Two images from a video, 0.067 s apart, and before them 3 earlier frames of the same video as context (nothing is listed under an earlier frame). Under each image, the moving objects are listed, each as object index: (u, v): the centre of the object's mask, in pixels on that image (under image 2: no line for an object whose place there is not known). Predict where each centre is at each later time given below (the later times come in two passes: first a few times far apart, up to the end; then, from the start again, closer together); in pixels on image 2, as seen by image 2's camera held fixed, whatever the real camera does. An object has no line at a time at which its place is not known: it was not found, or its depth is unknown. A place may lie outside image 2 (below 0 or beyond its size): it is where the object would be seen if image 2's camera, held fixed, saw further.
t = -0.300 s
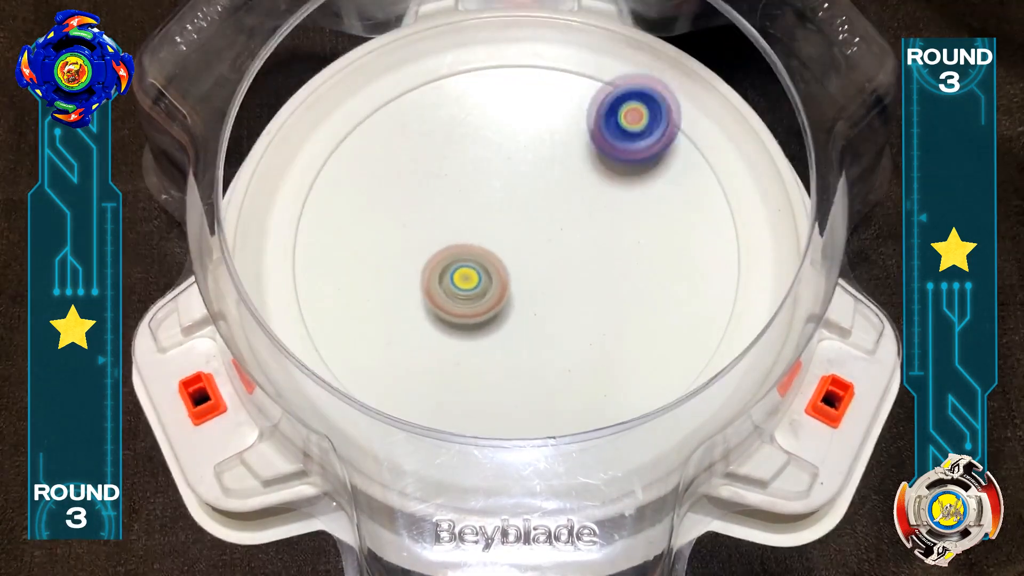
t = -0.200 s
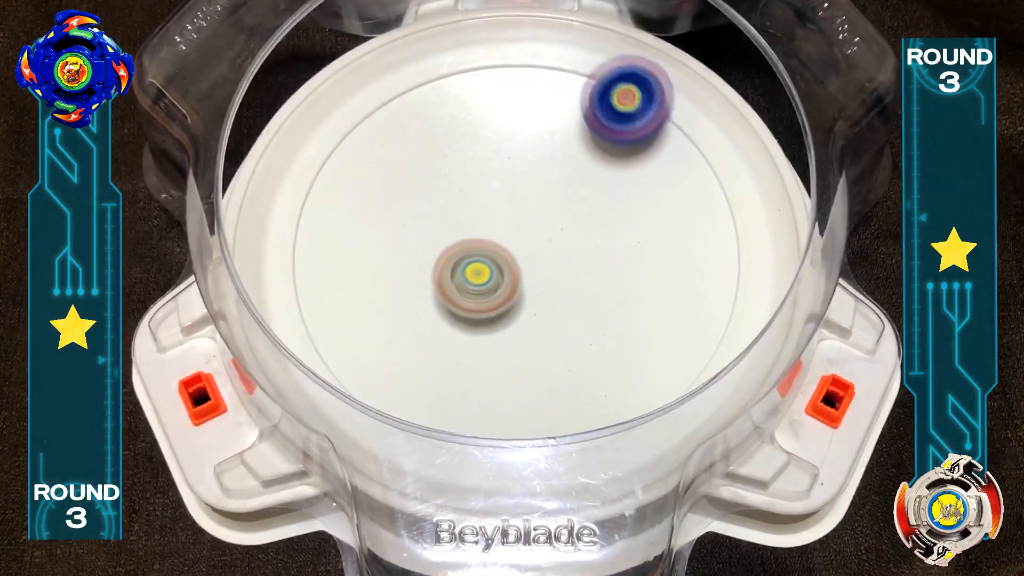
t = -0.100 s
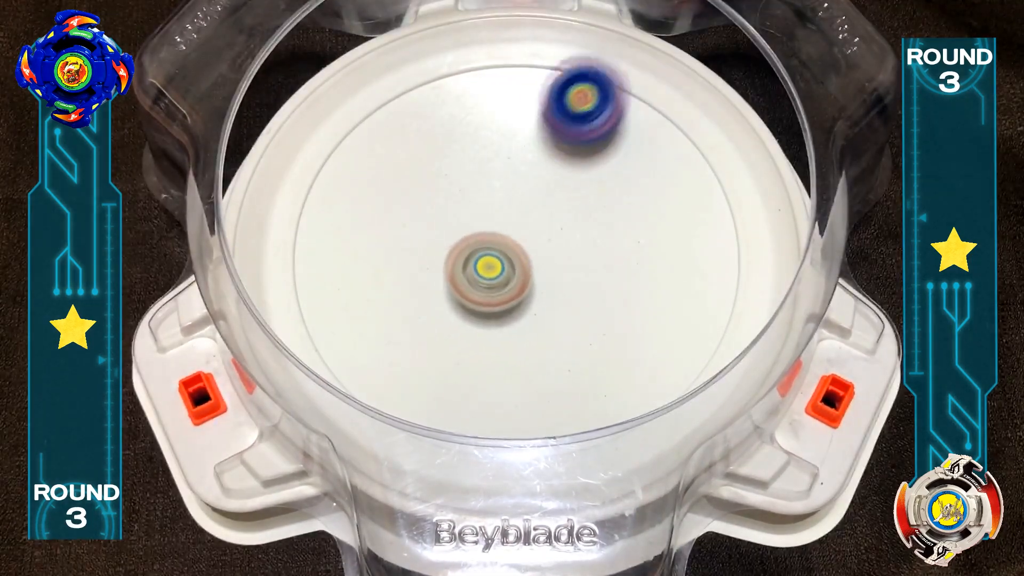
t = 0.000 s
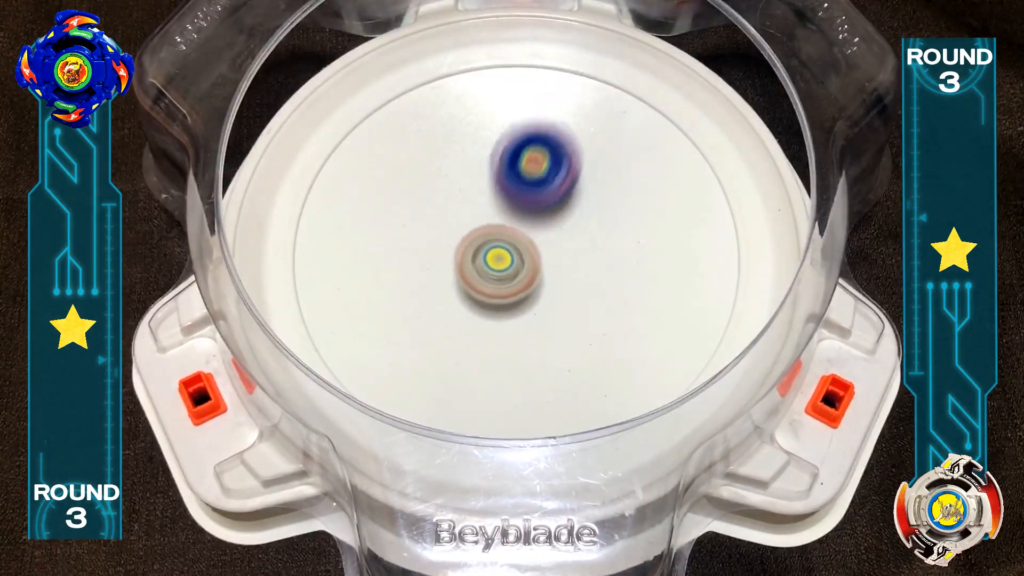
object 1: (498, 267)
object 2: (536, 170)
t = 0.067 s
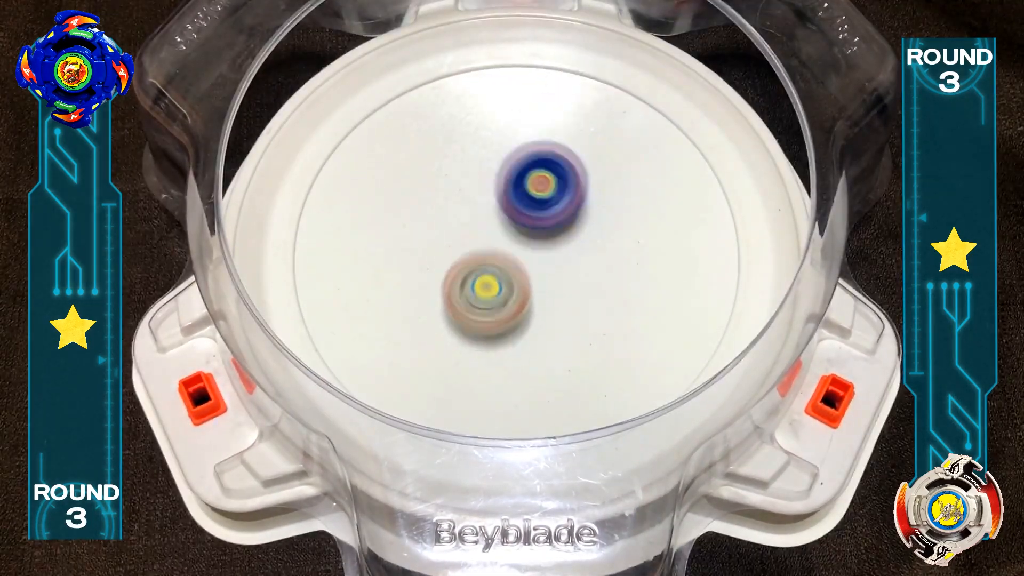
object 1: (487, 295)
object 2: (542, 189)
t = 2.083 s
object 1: (417, 343)
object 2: (636, 363)
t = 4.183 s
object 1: (499, 319)
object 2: (660, 143)
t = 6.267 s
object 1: (510, 174)
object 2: (398, 207)
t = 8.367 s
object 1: (645, 293)
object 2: (593, 134)
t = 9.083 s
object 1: (391, 364)
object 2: (577, 292)
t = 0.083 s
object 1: (484, 303)
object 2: (548, 192)
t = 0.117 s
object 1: (482, 317)
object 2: (563, 199)
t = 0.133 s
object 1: (484, 321)
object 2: (571, 202)
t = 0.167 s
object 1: (491, 329)
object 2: (590, 208)
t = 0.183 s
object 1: (496, 330)
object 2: (600, 209)
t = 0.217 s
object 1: (508, 332)
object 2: (621, 209)
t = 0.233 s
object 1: (514, 332)
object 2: (631, 208)
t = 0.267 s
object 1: (528, 330)
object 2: (651, 203)
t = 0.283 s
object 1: (535, 327)
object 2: (659, 198)
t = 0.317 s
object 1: (548, 322)
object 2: (674, 187)
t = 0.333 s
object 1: (555, 319)
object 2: (679, 180)
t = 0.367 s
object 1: (567, 309)
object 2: (686, 164)
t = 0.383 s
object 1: (572, 302)
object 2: (687, 155)
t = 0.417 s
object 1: (581, 288)
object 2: (682, 138)
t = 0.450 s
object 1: (586, 271)
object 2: (670, 122)
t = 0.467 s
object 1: (587, 262)
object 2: (661, 116)
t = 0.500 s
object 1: (585, 243)
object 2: (636, 109)
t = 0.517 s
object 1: (581, 233)
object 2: (622, 107)
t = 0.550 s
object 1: (572, 213)
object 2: (590, 114)
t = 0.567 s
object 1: (565, 204)
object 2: (575, 119)
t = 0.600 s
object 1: (543, 210)
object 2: (548, 112)
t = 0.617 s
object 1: (530, 215)
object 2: (536, 106)
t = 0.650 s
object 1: (509, 225)
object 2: (512, 100)
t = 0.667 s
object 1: (500, 229)
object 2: (502, 101)
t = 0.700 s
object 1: (485, 237)
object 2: (481, 109)
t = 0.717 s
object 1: (479, 241)
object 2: (471, 119)
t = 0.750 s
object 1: (469, 249)
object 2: (452, 138)
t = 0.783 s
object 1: (462, 259)
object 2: (438, 164)
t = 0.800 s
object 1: (459, 263)
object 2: (432, 177)
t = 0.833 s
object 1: (459, 286)
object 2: (422, 199)
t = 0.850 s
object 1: (460, 297)
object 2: (418, 208)
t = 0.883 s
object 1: (465, 320)
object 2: (414, 225)
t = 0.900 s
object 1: (470, 331)
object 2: (415, 234)
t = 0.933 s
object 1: (481, 346)
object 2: (421, 255)
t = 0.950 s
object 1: (487, 353)
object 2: (427, 266)
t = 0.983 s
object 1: (499, 363)
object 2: (443, 287)
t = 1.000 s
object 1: (513, 376)
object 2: (448, 288)
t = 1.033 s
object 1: (546, 400)
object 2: (455, 285)
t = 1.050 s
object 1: (560, 405)
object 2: (462, 284)
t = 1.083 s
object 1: (595, 425)
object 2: (478, 283)
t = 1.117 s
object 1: (613, 408)
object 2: (501, 285)
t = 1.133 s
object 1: (622, 398)
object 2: (513, 284)
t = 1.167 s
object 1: (638, 378)
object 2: (538, 278)
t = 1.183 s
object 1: (646, 371)
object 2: (549, 273)
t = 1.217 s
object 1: (661, 358)
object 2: (570, 261)
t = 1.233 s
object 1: (667, 349)
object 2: (577, 253)
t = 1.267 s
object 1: (672, 332)
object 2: (589, 236)
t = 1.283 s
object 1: (673, 324)
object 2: (592, 227)
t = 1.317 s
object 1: (670, 309)
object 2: (593, 208)
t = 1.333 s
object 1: (668, 303)
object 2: (591, 199)
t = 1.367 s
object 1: (660, 290)
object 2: (581, 181)
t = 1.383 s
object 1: (656, 285)
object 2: (574, 172)
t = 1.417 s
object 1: (644, 272)
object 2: (556, 159)
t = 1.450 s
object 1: (630, 261)
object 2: (531, 152)
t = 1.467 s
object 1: (621, 255)
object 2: (518, 150)
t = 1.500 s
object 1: (603, 245)
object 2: (489, 150)
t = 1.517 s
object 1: (593, 240)
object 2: (474, 152)
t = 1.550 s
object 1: (570, 233)
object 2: (446, 163)
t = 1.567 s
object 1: (558, 230)
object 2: (432, 171)
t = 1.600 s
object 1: (533, 226)
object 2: (410, 189)
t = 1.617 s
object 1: (520, 226)
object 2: (401, 201)
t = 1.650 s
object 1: (493, 227)
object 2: (390, 227)
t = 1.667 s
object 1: (481, 230)
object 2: (388, 239)
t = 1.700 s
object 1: (461, 235)
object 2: (382, 268)
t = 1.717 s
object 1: (453, 238)
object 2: (377, 282)
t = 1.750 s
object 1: (440, 246)
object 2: (370, 309)
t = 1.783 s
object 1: (427, 254)
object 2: (371, 331)
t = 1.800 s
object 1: (422, 260)
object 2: (375, 341)
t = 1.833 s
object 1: (412, 273)
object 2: (391, 360)
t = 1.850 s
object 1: (408, 282)
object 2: (401, 368)
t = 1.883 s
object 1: (401, 298)
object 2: (425, 379)
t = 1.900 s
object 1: (399, 306)
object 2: (437, 383)
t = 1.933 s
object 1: (399, 320)
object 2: (466, 389)
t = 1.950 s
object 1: (400, 326)
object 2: (484, 392)
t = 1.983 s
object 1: (403, 335)
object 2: (521, 393)
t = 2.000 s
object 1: (405, 337)
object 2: (540, 393)
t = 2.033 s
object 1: (409, 341)
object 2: (579, 387)
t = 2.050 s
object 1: (412, 343)
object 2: (598, 381)
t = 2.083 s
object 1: (417, 343)
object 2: (636, 363)
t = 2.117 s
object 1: (423, 343)
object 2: (668, 337)
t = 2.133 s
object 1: (426, 342)
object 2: (681, 321)
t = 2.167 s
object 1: (432, 341)
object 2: (700, 291)
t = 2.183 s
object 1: (435, 340)
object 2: (706, 276)
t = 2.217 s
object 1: (440, 338)
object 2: (712, 247)
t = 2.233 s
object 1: (443, 337)
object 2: (711, 233)
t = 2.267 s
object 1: (449, 334)
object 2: (700, 209)
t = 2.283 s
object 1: (453, 332)
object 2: (691, 197)
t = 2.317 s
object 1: (460, 329)
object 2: (668, 172)
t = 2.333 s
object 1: (463, 327)
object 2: (655, 162)
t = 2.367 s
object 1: (472, 322)
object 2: (628, 145)
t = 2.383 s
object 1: (477, 320)
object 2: (613, 138)
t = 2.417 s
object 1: (488, 313)
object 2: (584, 132)
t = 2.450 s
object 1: (499, 303)
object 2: (558, 131)
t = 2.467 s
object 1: (505, 298)
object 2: (545, 131)
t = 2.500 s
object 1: (516, 286)
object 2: (519, 135)
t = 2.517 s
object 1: (520, 279)
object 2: (507, 138)
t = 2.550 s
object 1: (528, 264)
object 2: (484, 145)
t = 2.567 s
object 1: (531, 256)
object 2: (473, 151)
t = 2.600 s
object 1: (534, 238)
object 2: (453, 163)
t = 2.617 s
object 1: (534, 229)
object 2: (444, 170)
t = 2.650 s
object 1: (532, 209)
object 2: (424, 188)
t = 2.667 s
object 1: (529, 199)
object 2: (416, 198)
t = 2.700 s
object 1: (521, 181)
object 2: (403, 220)
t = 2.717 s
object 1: (515, 172)
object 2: (398, 232)
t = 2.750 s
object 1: (502, 158)
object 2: (393, 259)
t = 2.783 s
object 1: (485, 146)
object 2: (396, 285)
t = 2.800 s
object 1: (477, 142)
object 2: (401, 299)
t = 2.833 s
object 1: (460, 134)
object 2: (419, 325)
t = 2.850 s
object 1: (451, 132)
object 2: (430, 337)
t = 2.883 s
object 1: (436, 131)
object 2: (458, 355)
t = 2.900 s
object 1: (429, 133)
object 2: (474, 361)
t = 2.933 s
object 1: (417, 139)
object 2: (507, 368)
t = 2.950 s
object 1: (412, 143)
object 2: (525, 367)
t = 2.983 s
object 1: (404, 150)
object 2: (562, 361)
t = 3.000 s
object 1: (402, 155)
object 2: (580, 355)
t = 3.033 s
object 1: (397, 164)
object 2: (611, 337)
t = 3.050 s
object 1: (397, 169)
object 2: (626, 324)
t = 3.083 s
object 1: (397, 182)
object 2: (648, 295)
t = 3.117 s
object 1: (400, 195)
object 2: (662, 264)
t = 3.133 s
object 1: (402, 203)
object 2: (666, 250)
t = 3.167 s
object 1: (410, 218)
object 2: (668, 222)
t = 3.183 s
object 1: (416, 226)
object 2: (667, 210)
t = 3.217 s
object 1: (429, 241)
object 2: (657, 192)
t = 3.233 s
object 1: (438, 247)
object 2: (649, 184)
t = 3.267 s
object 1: (458, 259)
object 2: (626, 166)
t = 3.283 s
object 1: (470, 264)
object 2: (612, 155)
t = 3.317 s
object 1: (495, 271)
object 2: (586, 140)
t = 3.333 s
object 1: (509, 273)
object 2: (571, 133)
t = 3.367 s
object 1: (535, 274)
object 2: (542, 124)
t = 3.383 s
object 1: (548, 271)
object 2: (526, 122)
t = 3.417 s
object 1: (572, 264)
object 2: (495, 118)
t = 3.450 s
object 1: (593, 253)
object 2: (466, 121)
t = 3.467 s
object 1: (603, 245)
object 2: (450, 121)
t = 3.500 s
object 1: (618, 230)
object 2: (422, 131)
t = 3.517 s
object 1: (625, 220)
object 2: (409, 139)
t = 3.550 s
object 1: (634, 200)
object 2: (386, 162)
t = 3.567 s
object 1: (636, 192)
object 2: (377, 174)
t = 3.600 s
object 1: (636, 173)
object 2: (362, 200)
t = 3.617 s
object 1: (635, 165)
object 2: (358, 215)
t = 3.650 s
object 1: (627, 149)
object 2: (357, 247)
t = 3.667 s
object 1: (623, 142)
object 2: (359, 263)
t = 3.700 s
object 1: (611, 131)
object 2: (371, 293)
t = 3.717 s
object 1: (604, 126)
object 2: (381, 308)
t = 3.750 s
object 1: (588, 117)
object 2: (407, 334)
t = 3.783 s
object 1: (570, 114)
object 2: (441, 354)
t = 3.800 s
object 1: (561, 118)
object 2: (459, 361)
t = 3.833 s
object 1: (540, 119)
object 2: (499, 369)
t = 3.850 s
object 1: (529, 123)
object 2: (519, 370)
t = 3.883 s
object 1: (509, 134)
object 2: (562, 365)
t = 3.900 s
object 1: (500, 140)
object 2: (581, 359)
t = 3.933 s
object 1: (483, 159)
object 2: (619, 342)
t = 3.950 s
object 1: (477, 168)
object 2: (636, 330)
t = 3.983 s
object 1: (465, 190)
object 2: (663, 303)
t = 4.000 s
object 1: (461, 202)
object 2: (673, 287)
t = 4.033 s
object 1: (457, 226)
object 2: (687, 255)
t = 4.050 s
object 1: (457, 238)
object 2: (691, 240)
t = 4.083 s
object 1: (461, 261)
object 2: (692, 211)
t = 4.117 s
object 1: (470, 283)
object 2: (687, 184)
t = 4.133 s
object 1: (475, 294)
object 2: (682, 172)
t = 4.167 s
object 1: (490, 310)
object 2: (669, 152)
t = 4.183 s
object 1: (499, 319)
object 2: (660, 143)
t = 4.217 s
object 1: (518, 333)
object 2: (639, 129)
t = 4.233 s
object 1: (529, 338)
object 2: (628, 120)
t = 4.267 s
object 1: (552, 349)
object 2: (600, 111)
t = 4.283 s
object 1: (563, 351)
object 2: (586, 110)
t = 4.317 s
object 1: (588, 356)
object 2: (554, 106)
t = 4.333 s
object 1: (601, 355)
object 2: (538, 103)
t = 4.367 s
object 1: (623, 352)
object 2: (502, 108)
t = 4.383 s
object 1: (634, 350)
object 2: (484, 110)
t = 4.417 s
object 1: (652, 339)
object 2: (452, 124)
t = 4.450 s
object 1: (665, 326)
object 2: (426, 142)
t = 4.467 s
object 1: (670, 318)
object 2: (415, 153)
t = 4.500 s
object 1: (676, 302)
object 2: (400, 179)
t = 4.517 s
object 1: (678, 293)
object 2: (395, 193)
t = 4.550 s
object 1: (676, 276)
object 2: (392, 224)
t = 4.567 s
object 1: (674, 266)
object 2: (394, 240)
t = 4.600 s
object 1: (666, 249)
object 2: (405, 272)
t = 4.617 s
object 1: (660, 240)
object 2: (415, 287)
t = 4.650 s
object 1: (645, 223)
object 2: (440, 314)
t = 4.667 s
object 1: (636, 216)
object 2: (455, 325)
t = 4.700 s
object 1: (615, 203)
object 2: (489, 341)
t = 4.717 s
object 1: (604, 198)
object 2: (507, 346)
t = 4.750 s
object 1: (580, 190)
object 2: (545, 350)
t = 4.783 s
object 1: (553, 185)
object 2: (582, 346)
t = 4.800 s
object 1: (541, 184)
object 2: (600, 341)
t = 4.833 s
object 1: (515, 182)
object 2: (631, 324)
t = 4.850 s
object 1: (503, 186)
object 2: (644, 313)
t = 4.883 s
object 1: (478, 189)
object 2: (664, 288)
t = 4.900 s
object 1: (467, 192)
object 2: (670, 273)
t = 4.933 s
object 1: (445, 202)
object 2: (675, 242)
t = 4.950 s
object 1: (437, 210)
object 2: (674, 226)
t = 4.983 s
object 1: (418, 223)
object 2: (665, 197)
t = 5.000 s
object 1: (411, 231)
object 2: (657, 185)
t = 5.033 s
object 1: (398, 247)
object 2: (635, 162)
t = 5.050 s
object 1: (394, 257)
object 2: (623, 153)
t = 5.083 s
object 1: (386, 275)
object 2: (595, 139)
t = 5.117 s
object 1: (383, 295)
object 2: (564, 133)
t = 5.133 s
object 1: (383, 304)
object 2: (547, 133)
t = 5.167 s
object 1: (386, 320)
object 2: (514, 135)
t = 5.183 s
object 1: (389, 327)
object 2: (499, 138)
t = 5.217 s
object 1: (396, 339)
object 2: (471, 148)
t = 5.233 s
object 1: (401, 343)
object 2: (459, 155)
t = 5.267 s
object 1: (410, 351)
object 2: (439, 174)
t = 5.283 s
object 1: (416, 354)
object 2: (430, 185)
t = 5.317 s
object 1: (425, 358)
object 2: (419, 208)
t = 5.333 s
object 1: (432, 360)
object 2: (416, 222)
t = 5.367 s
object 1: (444, 361)
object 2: (417, 248)
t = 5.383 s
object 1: (450, 361)
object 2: (421, 262)
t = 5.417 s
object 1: (468, 368)
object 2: (432, 280)
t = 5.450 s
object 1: (488, 380)
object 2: (447, 288)
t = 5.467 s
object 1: (501, 384)
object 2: (455, 292)
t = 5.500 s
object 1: (524, 387)
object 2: (474, 297)
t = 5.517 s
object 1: (538, 387)
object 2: (484, 299)
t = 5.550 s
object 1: (562, 384)
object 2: (504, 298)
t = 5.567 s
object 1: (575, 380)
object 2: (514, 296)
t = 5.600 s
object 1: (597, 371)
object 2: (532, 290)
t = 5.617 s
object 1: (607, 363)
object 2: (540, 286)
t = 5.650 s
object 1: (627, 348)
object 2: (553, 276)
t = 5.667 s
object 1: (633, 339)
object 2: (558, 270)
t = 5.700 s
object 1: (645, 319)
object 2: (565, 259)
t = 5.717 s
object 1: (649, 308)
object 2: (567, 254)
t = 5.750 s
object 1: (652, 286)
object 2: (569, 242)
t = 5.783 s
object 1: (675, 277)
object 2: (556, 220)
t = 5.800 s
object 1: (684, 273)
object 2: (548, 208)
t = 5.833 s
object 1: (697, 258)
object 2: (534, 188)
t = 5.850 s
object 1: (702, 251)
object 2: (528, 180)
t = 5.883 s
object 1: (708, 232)
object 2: (515, 167)
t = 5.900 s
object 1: (708, 224)
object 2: (509, 163)
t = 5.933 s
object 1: (705, 208)
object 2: (497, 158)
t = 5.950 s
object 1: (703, 200)
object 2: (489, 157)
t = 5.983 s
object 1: (692, 184)
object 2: (471, 154)
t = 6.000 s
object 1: (686, 178)
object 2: (462, 153)
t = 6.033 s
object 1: (670, 163)
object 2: (444, 153)
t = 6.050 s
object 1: (660, 158)
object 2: (437, 153)
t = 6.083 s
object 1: (639, 149)
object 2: (423, 154)
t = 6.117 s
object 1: (615, 146)
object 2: (411, 158)
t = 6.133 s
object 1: (602, 145)
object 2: (406, 160)
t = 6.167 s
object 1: (578, 147)
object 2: (398, 168)
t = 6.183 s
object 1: (566, 149)
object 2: (395, 173)
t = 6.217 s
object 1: (541, 159)
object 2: (392, 185)
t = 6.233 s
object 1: (530, 160)
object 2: (393, 192)
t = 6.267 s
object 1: (510, 174)
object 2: (398, 207)
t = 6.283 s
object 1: (500, 179)
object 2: (402, 214)
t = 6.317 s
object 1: (484, 191)
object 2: (413, 228)
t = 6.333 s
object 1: (486, 201)
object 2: (405, 229)
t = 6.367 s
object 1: (502, 211)
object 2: (388, 245)
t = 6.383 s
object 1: (510, 219)
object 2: (379, 260)
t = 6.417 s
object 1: (523, 232)
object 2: (365, 274)
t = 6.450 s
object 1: (529, 245)
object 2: (358, 287)
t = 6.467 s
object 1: (533, 255)
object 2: (357, 295)
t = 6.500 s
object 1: (533, 271)
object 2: (360, 309)
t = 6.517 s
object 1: (530, 276)
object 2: (363, 314)
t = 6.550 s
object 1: (522, 288)
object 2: (372, 325)
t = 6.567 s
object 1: (516, 294)
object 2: (376, 330)
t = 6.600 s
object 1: (505, 306)
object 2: (389, 338)
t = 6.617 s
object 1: (500, 312)
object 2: (395, 342)
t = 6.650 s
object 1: (495, 324)
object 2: (409, 348)
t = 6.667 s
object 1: (501, 332)
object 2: (407, 349)
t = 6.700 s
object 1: (515, 343)
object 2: (403, 355)
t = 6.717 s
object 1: (521, 348)
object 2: (405, 356)
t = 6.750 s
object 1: (529, 352)
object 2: (410, 359)
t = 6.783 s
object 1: (533, 361)
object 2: (414, 362)
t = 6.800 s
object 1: (533, 363)
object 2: (416, 362)
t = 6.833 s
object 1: (530, 370)
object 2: (422, 361)
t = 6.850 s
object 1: (527, 370)
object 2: (426, 359)
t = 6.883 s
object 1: (527, 376)
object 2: (429, 351)
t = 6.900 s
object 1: (539, 383)
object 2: (416, 342)
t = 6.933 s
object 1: (564, 391)
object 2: (393, 321)
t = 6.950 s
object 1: (574, 392)
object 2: (383, 312)
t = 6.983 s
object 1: (586, 391)
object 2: (367, 298)
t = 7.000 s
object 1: (590, 391)
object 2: (360, 291)
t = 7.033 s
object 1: (592, 389)
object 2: (345, 276)
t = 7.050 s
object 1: (593, 388)
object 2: (338, 269)
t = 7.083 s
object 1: (594, 385)
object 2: (327, 262)
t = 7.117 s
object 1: (594, 380)
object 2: (315, 251)
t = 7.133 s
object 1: (593, 376)
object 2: (309, 243)
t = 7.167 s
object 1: (592, 367)
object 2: (308, 237)
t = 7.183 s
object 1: (590, 362)
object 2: (316, 236)
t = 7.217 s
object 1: (587, 350)
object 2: (331, 235)
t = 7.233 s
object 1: (585, 343)
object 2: (337, 230)
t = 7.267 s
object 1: (579, 328)
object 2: (350, 226)
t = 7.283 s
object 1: (575, 319)
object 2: (356, 224)
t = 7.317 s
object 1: (568, 303)
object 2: (368, 222)
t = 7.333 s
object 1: (563, 295)
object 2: (373, 217)
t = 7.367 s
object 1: (553, 279)
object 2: (384, 210)
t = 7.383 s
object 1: (548, 271)
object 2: (389, 206)
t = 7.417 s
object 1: (536, 257)
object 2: (398, 198)
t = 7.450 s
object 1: (525, 243)
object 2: (408, 187)
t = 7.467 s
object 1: (519, 237)
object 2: (412, 182)
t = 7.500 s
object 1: (508, 226)
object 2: (420, 172)
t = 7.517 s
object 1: (502, 220)
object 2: (424, 166)
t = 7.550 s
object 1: (503, 219)
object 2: (421, 147)
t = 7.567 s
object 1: (506, 222)
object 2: (418, 136)
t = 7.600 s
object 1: (509, 222)
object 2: (415, 117)
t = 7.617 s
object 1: (509, 222)
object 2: (413, 111)
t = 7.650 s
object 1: (509, 219)
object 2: (411, 95)
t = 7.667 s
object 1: (509, 218)
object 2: (411, 87)
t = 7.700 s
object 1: (509, 216)
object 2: (418, 89)
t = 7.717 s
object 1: (509, 215)
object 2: (422, 97)
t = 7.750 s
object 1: (510, 213)
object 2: (431, 108)
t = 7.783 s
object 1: (511, 211)
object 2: (440, 118)
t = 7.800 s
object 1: (511, 210)
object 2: (446, 122)
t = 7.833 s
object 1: (512, 210)
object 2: (457, 131)
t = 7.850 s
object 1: (512, 210)
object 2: (462, 135)
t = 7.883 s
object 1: (524, 231)
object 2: (467, 127)
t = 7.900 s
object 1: (530, 242)
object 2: (470, 123)
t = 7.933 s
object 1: (542, 262)
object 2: (478, 115)
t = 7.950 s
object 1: (548, 269)
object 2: (484, 111)
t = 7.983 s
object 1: (560, 281)
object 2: (494, 101)
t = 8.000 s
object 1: (567, 284)
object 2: (500, 98)
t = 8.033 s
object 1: (581, 291)
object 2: (511, 92)
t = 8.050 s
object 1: (588, 293)
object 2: (516, 91)
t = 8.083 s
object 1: (602, 298)
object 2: (525, 90)
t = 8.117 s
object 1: (616, 300)
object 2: (534, 91)
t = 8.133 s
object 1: (622, 301)
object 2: (538, 92)
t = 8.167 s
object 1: (633, 301)
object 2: (546, 95)
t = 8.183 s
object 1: (639, 300)
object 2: (551, 98)
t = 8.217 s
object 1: (644, 299)
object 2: (559, 103)
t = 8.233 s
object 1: (645, 299)
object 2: (563, 106)
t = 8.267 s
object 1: (648, 297)
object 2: (572, 113)
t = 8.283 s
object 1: (648, 296)
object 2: (576, 116)
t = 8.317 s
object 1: (647, 296)
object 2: (583, 123)
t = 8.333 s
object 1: (647, 294)
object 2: (587, 127)
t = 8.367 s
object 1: (645, 293)
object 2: (593, 134)
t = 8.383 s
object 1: (645, 292)
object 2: (596, 138)
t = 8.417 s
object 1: (643, 289)
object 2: (601, 146)
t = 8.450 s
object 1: (640, 286)
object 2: (604, 154)
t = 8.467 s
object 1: (638, 285)
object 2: (605, 158)
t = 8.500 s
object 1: (632, 281)
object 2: (606, 166)
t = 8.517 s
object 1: (627, 279)
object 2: (607, 169)
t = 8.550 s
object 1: (617, 276)
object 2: (609, 176)
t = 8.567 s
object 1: (611, 273)
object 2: (610, 179)
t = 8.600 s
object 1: (596, 278)
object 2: (615, 177)
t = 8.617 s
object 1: (582, 291)
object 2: (619, 168)
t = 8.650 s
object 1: (554, 312)
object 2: (625, 153)
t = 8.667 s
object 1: (543, 320)
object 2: (627, 149)
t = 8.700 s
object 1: (527, 331)
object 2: (627, 147)
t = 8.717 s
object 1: (517, 335)
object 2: (626, 149)
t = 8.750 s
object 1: (503, 341)
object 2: (623, 158)
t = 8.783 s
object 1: (493, 349)
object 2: (620, 171)
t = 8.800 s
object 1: (486, 352)
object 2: (618, 179)
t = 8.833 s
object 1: (473, 358)
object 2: (613, 193)
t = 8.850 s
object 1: (466, 360)
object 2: (611, 200)
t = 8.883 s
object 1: (454, 364)
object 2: (606, 214)
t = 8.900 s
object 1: (447, 366)
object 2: (604, 221)
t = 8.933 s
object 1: (433, 368)
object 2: (600, 234)
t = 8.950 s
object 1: (428, 370)
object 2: (598, 241)
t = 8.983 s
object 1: (416, 370)
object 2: (593, 254)
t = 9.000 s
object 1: (409, 370)
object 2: (590, 261)
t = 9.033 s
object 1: (402, 368)
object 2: (585, 273)
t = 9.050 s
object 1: (397, 366)
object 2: (582, 279)
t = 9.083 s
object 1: (391, 364)
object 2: (577, 292)
